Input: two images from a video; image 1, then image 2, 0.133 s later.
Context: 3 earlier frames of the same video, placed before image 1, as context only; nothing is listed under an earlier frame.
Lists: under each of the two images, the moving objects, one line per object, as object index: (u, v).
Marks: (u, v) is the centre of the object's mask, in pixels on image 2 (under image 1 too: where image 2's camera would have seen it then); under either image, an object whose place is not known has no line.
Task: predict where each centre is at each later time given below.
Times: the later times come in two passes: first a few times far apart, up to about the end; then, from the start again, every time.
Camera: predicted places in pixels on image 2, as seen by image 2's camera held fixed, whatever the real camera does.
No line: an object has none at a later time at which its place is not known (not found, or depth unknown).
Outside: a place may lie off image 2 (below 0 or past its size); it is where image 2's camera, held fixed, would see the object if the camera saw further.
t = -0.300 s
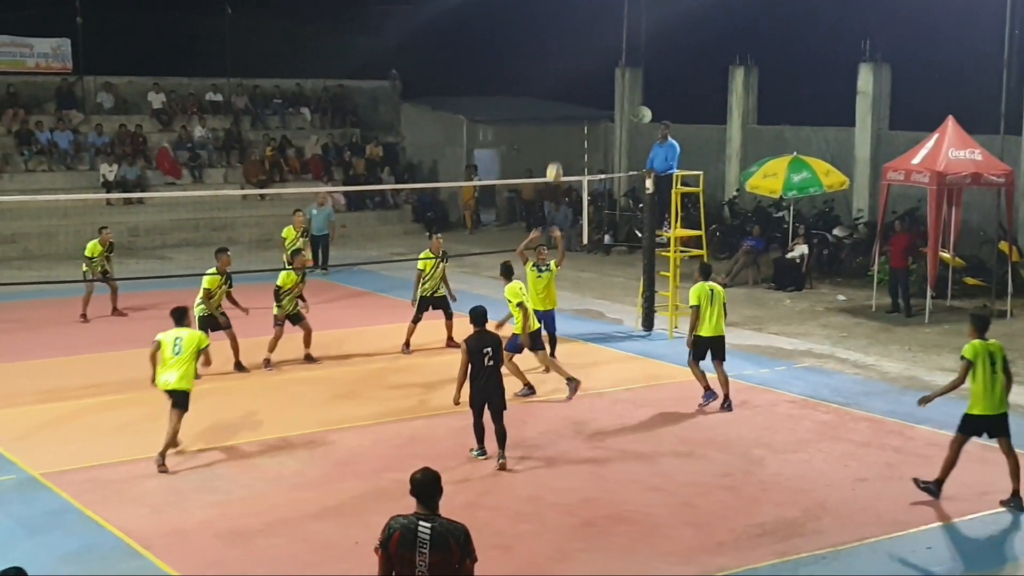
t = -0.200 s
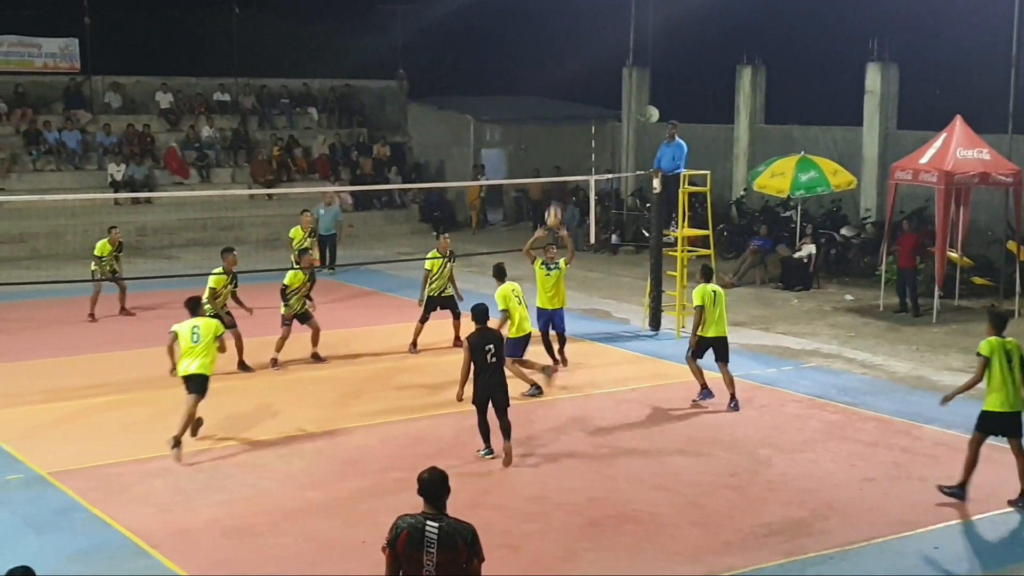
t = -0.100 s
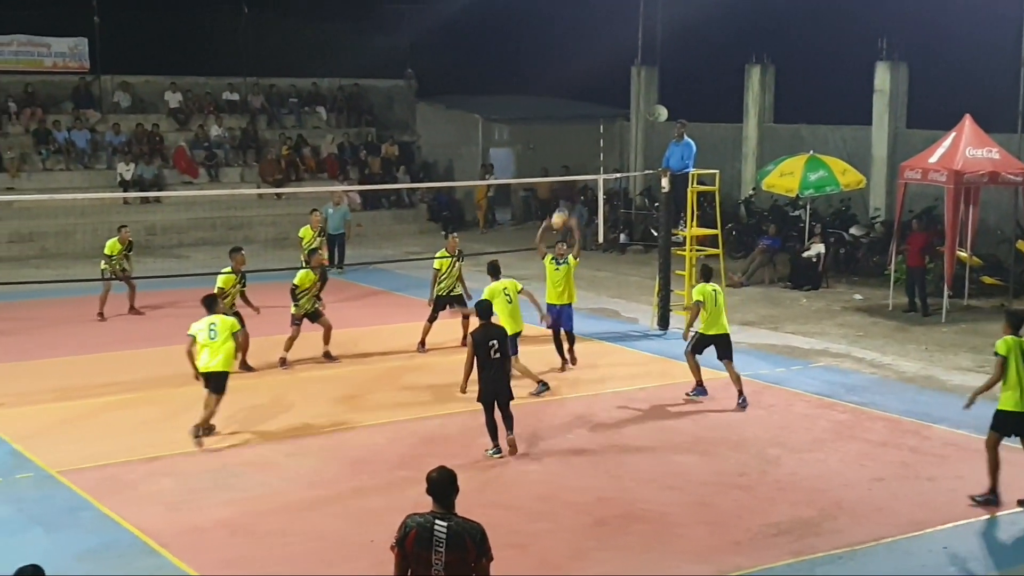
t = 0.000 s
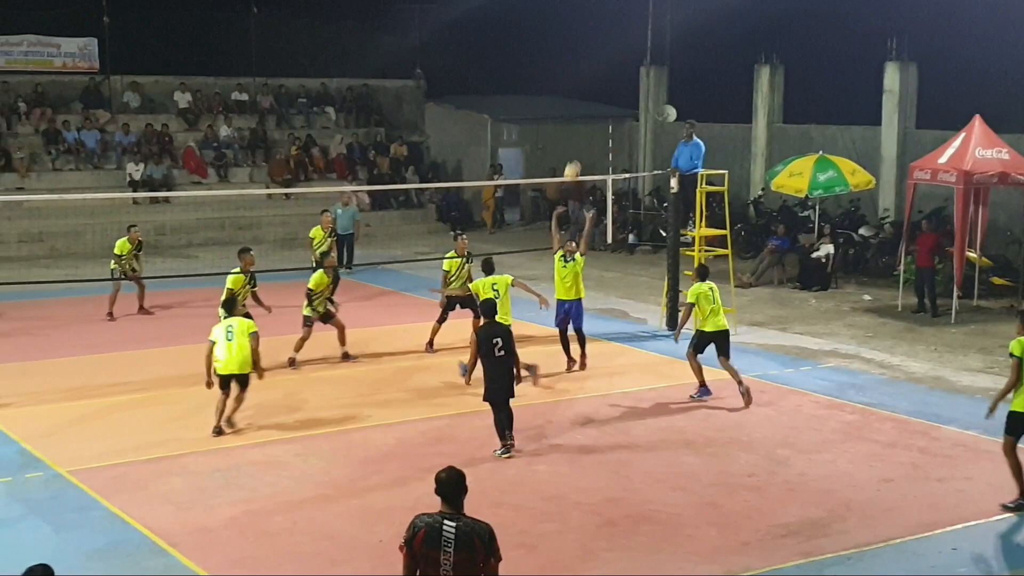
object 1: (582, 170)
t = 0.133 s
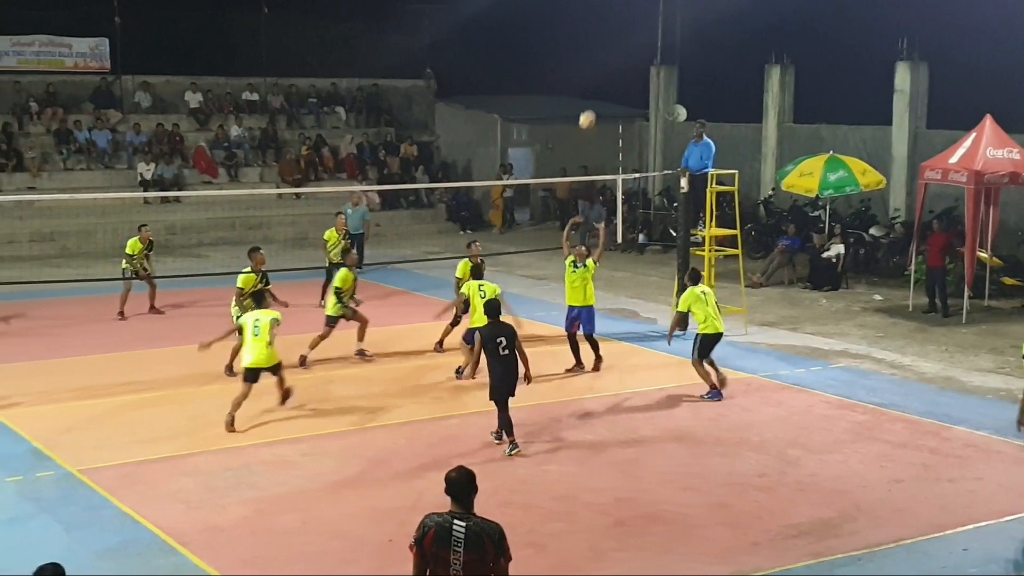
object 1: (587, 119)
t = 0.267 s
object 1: (591, 83)
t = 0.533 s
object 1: (598, 49)
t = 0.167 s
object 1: (588, 109)
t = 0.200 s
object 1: (589, 99)
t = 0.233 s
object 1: (590, 90)
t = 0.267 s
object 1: (591, 83)
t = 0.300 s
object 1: (592, 75)
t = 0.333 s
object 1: (593, 69)
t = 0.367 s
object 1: (594, 63)
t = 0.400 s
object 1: (595, 59)
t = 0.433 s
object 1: (596, 55)
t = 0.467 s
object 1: (597, 52)
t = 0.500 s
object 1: (598, 50)
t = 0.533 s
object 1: (598, 49)
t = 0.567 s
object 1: (599, 48)
